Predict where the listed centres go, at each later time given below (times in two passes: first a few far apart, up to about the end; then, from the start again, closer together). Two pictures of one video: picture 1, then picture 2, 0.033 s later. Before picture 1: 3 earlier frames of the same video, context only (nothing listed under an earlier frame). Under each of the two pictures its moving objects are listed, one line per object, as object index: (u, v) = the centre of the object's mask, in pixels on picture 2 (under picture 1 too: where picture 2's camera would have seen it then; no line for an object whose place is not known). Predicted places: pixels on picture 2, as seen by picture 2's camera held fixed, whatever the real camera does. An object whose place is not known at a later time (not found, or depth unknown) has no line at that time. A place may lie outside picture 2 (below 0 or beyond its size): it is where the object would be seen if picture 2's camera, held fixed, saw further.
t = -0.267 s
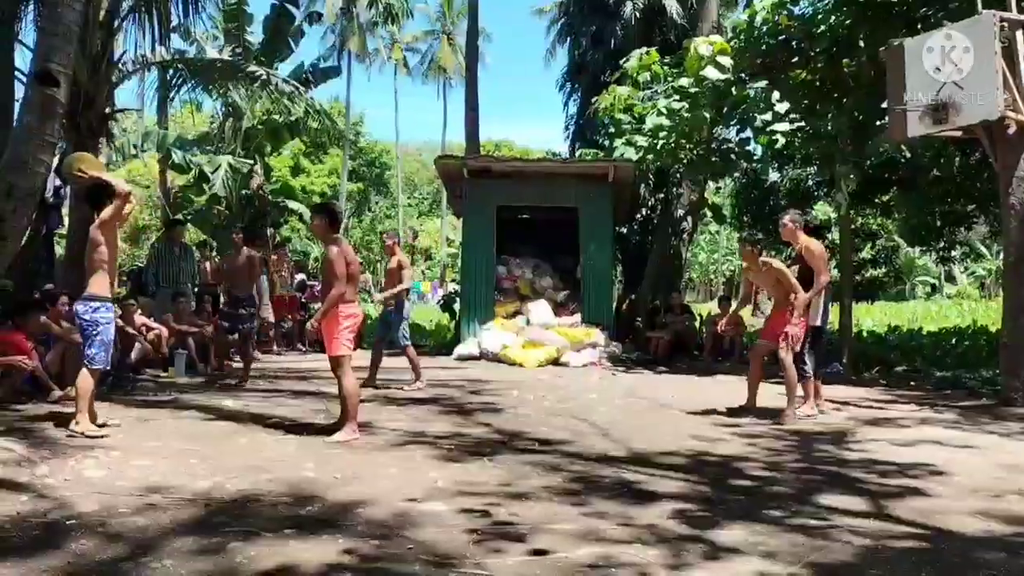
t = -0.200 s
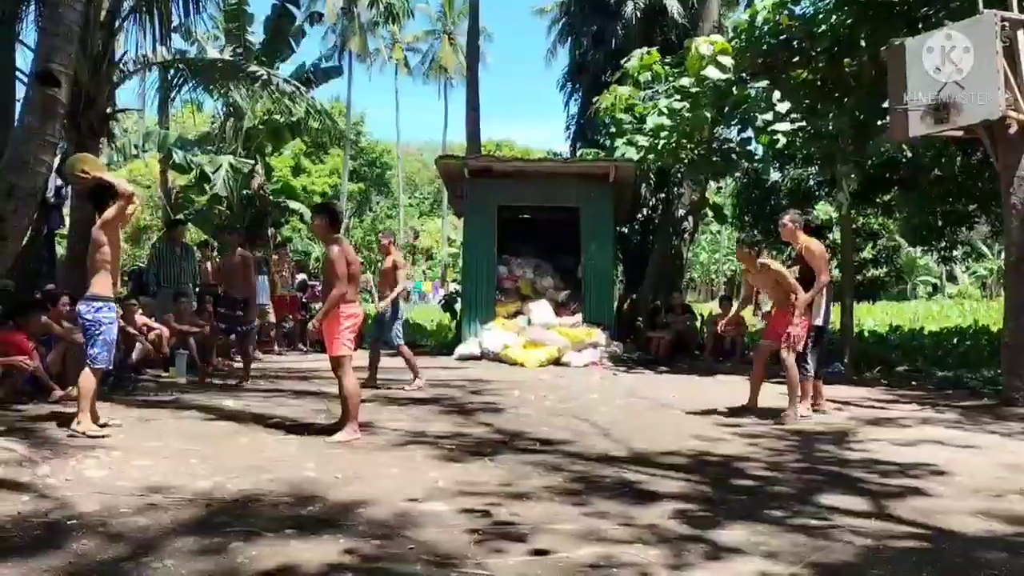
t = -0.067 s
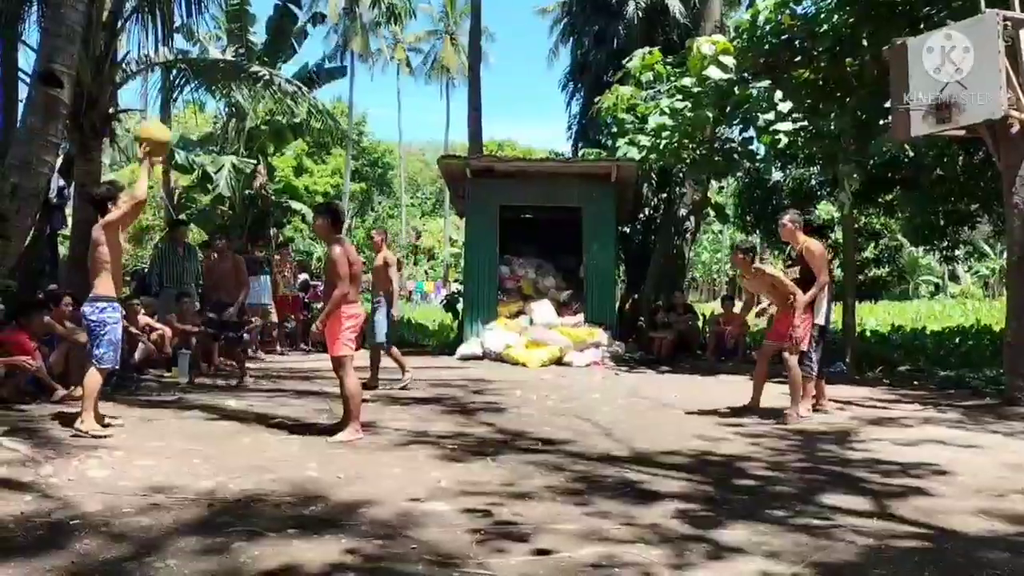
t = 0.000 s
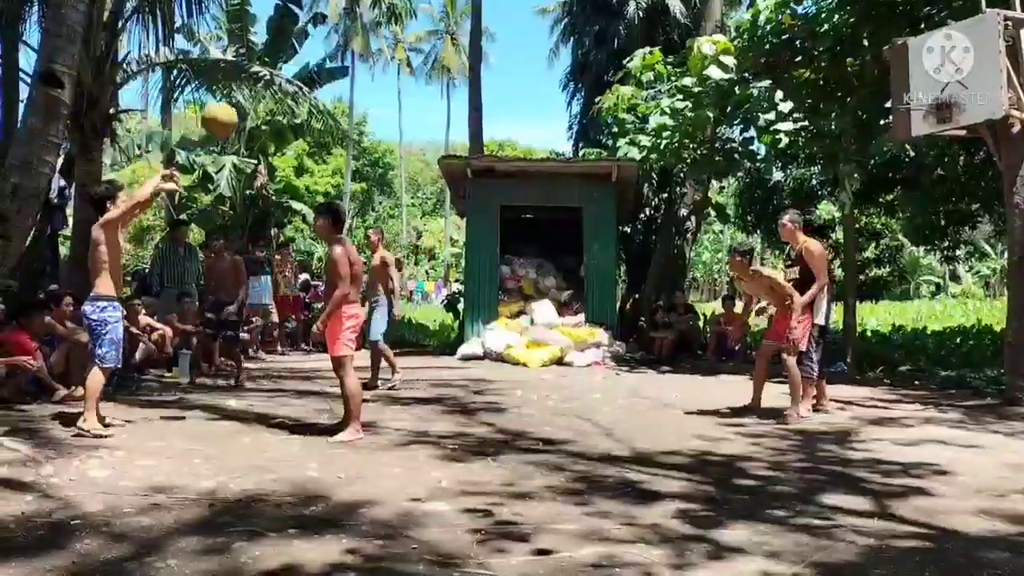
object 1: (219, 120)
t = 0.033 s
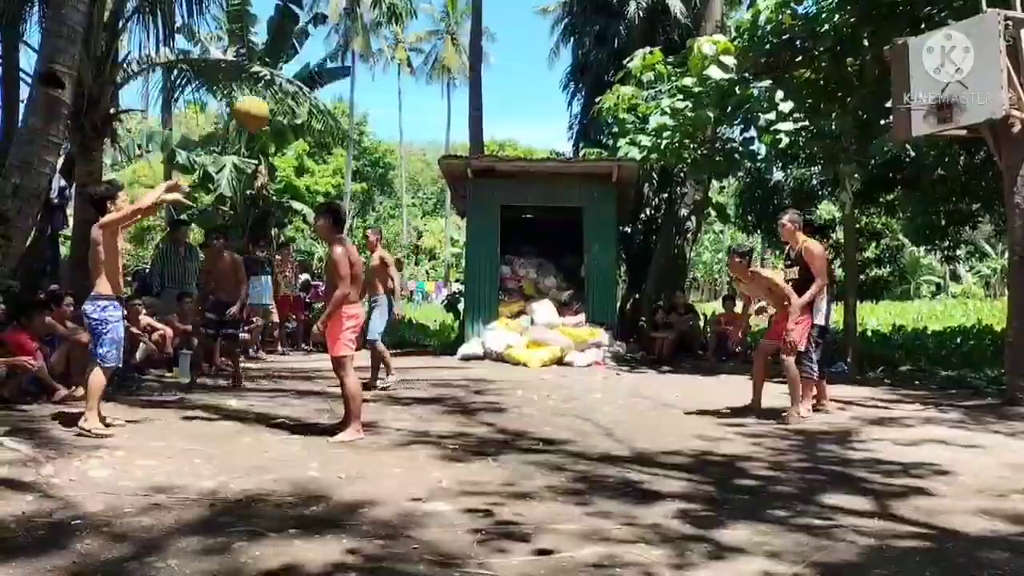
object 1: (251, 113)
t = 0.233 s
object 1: (430, 108)
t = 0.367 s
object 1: (538, 134)
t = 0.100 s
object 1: (314, 104)
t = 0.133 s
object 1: (343, 104)
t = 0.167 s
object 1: (373, 104)
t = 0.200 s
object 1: (401, 105)
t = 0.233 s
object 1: (430, 108)
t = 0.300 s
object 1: (485, 118)
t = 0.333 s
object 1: (512, 126)
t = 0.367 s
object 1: (538, 134)
